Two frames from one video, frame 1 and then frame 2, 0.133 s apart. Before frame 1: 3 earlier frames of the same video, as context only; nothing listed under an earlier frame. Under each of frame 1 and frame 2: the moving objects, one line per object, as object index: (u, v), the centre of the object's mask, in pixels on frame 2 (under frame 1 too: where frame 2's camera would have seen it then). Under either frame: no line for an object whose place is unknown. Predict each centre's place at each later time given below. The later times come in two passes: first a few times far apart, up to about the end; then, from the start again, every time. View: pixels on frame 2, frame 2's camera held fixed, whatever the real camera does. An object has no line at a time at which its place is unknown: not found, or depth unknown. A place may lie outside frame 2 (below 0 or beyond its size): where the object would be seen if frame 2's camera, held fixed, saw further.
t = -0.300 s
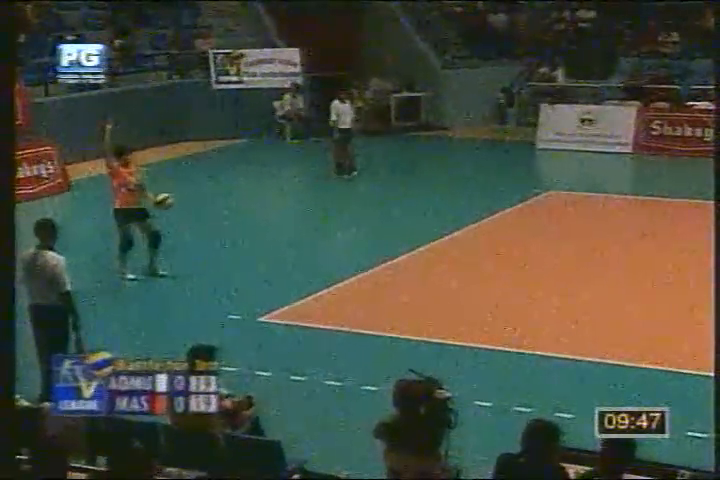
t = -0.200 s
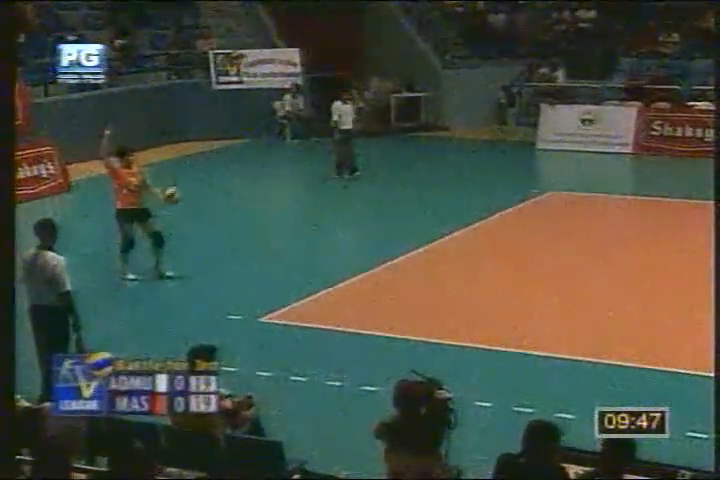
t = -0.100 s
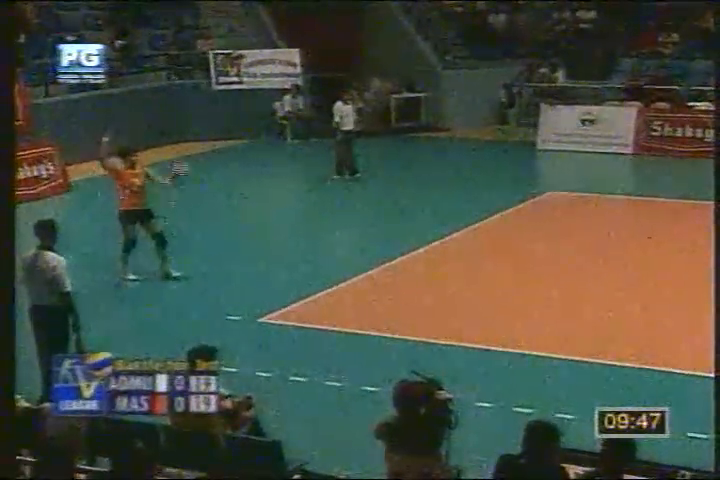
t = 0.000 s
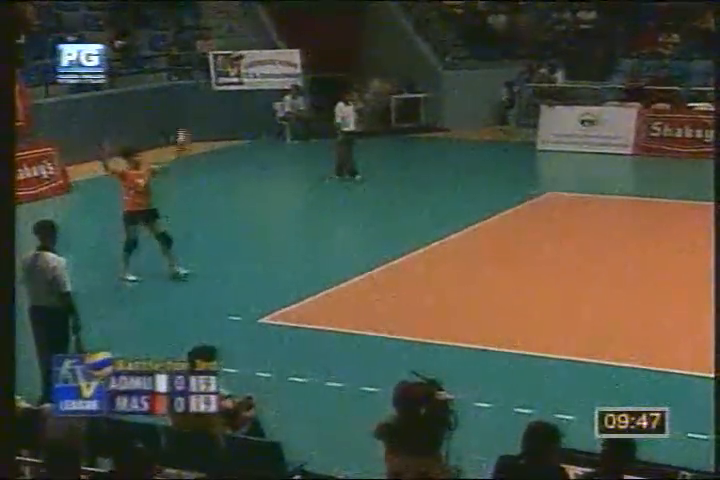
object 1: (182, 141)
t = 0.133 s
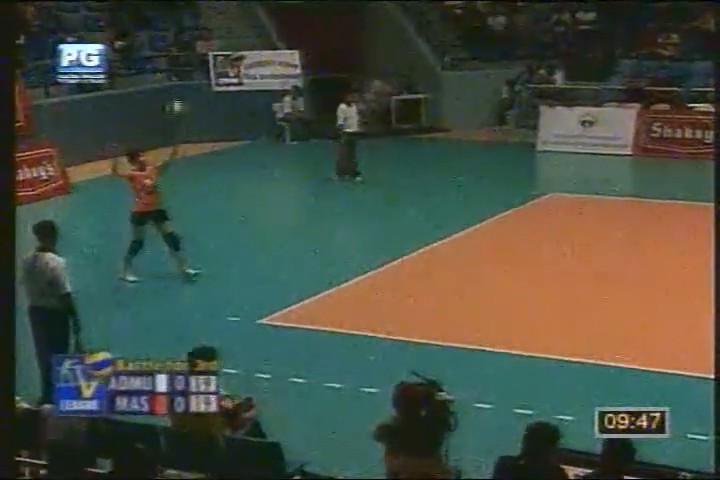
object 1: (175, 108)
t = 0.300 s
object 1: (172, 86)
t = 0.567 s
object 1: (169, 98)
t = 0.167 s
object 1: (175, 101)
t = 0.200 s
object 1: (173, 97)
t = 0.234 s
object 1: (172, 92)
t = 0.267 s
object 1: (171, 88)
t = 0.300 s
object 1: (172, 86)
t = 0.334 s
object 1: (169, 86)
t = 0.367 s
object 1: (168, 86)
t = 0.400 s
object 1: (166, 85)
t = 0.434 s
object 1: (169, 85)
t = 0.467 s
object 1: (168, 85)
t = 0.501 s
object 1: (169, 88)
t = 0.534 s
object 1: (169, 93)
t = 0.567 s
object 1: (169, 98)
